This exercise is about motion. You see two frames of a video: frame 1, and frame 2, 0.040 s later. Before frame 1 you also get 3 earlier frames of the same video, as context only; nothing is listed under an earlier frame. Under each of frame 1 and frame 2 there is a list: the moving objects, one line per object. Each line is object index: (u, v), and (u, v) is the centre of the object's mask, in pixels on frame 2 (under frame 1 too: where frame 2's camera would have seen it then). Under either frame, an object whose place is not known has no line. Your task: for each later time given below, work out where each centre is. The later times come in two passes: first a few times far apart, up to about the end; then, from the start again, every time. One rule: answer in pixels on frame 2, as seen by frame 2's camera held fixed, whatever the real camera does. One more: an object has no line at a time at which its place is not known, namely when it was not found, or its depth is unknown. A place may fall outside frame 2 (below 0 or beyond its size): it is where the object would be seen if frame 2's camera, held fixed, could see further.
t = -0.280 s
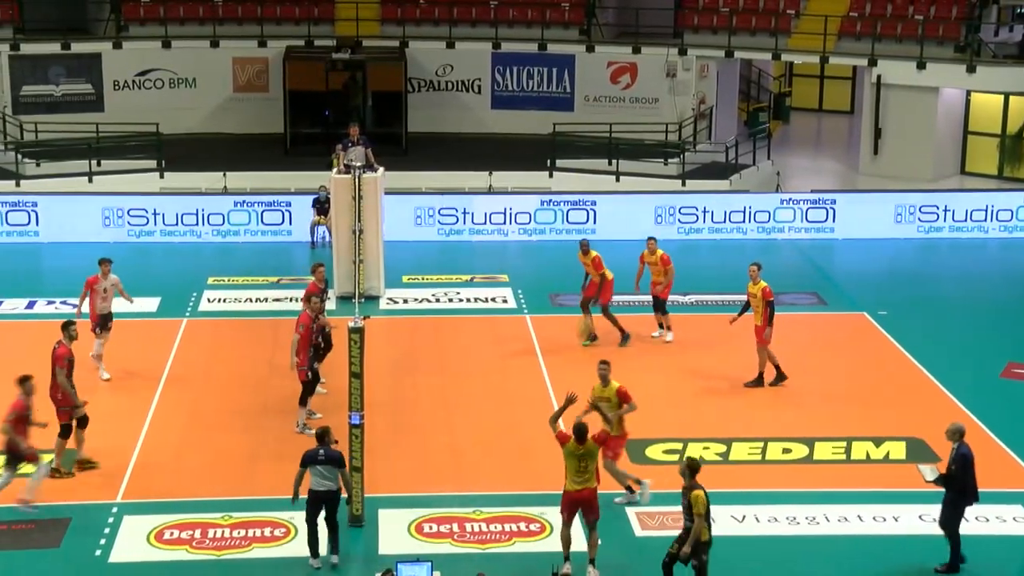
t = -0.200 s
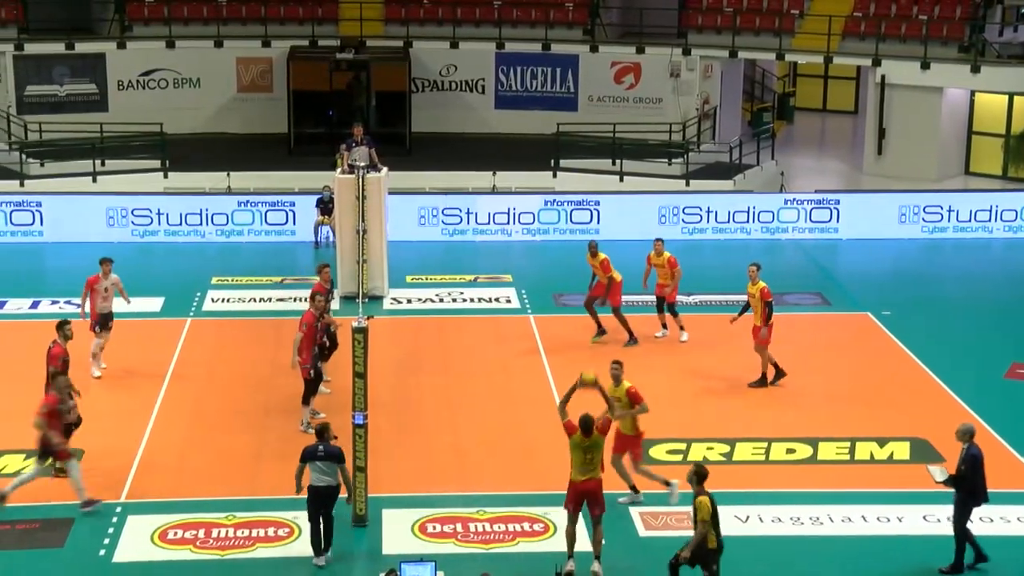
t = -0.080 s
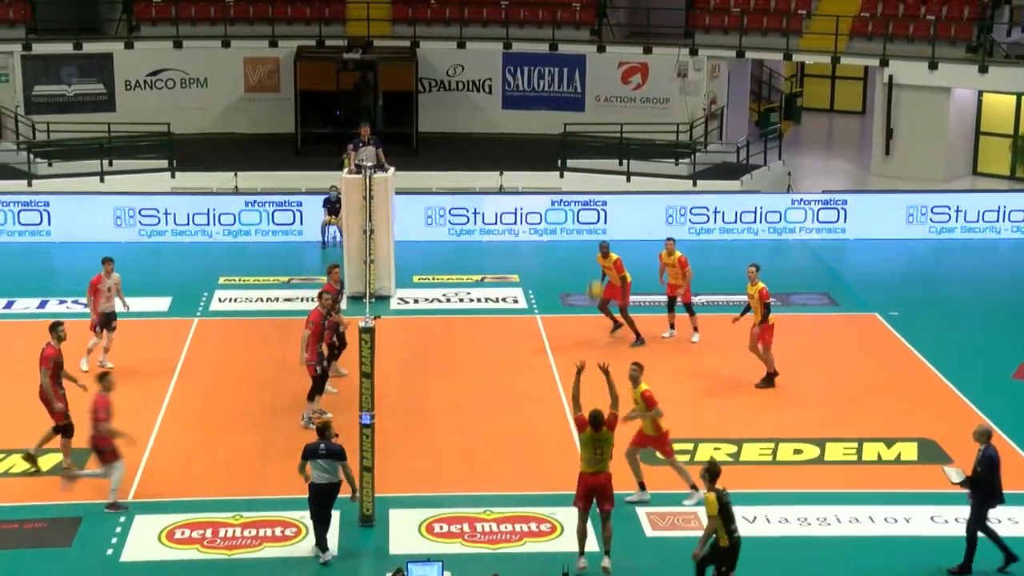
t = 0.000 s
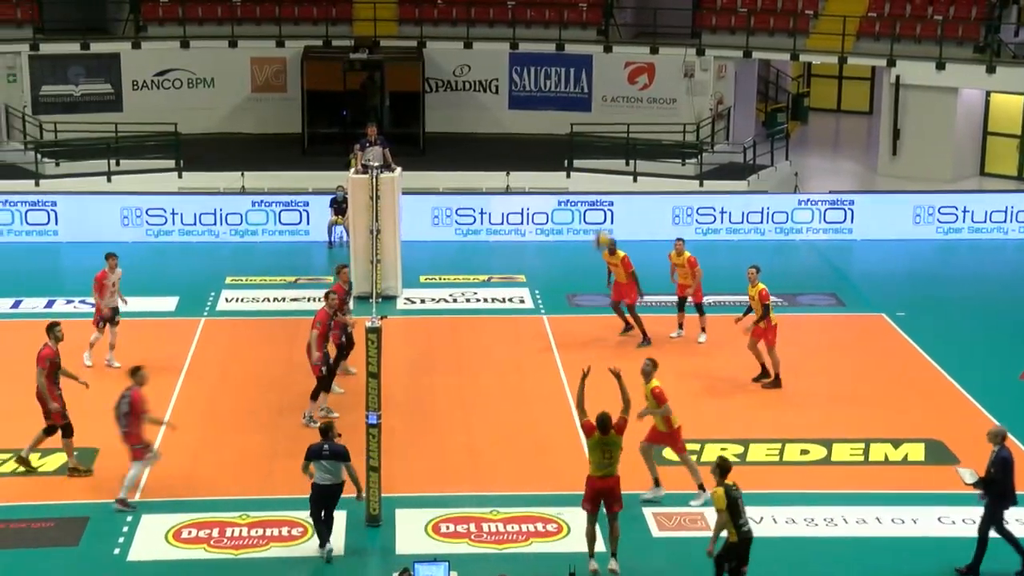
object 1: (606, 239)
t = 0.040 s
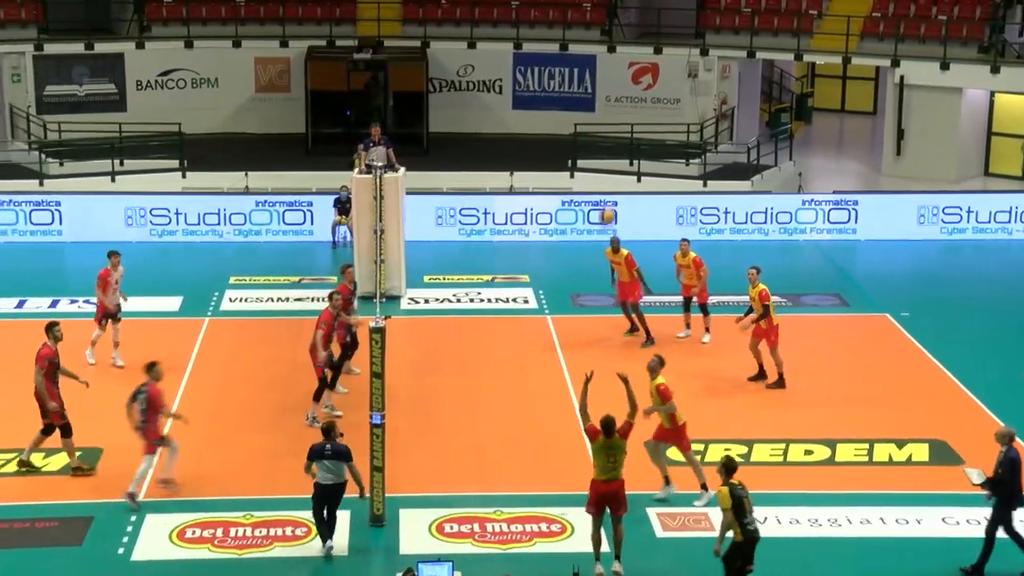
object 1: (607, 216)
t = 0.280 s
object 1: (612, 109)
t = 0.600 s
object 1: (618, 50)
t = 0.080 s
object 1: (607, 194)
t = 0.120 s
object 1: (609, 173)
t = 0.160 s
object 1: (609, 154)
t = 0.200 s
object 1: (610, 138)
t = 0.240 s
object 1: (611, 122)
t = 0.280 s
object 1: (612, 109)
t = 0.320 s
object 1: (613, 98)
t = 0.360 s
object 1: (614, 86)
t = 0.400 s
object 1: (615, 76)
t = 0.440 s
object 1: (615, 68)
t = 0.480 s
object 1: (616, 62)
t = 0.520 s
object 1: (617, 57)
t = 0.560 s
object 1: (617, 53)
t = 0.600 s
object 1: (618, 50)
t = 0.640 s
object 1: (619, 49)
